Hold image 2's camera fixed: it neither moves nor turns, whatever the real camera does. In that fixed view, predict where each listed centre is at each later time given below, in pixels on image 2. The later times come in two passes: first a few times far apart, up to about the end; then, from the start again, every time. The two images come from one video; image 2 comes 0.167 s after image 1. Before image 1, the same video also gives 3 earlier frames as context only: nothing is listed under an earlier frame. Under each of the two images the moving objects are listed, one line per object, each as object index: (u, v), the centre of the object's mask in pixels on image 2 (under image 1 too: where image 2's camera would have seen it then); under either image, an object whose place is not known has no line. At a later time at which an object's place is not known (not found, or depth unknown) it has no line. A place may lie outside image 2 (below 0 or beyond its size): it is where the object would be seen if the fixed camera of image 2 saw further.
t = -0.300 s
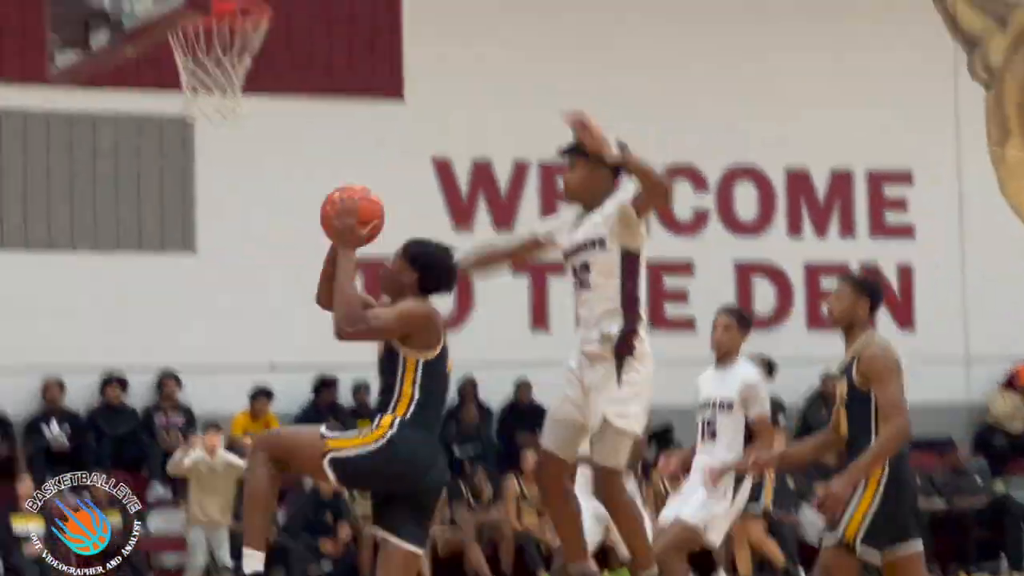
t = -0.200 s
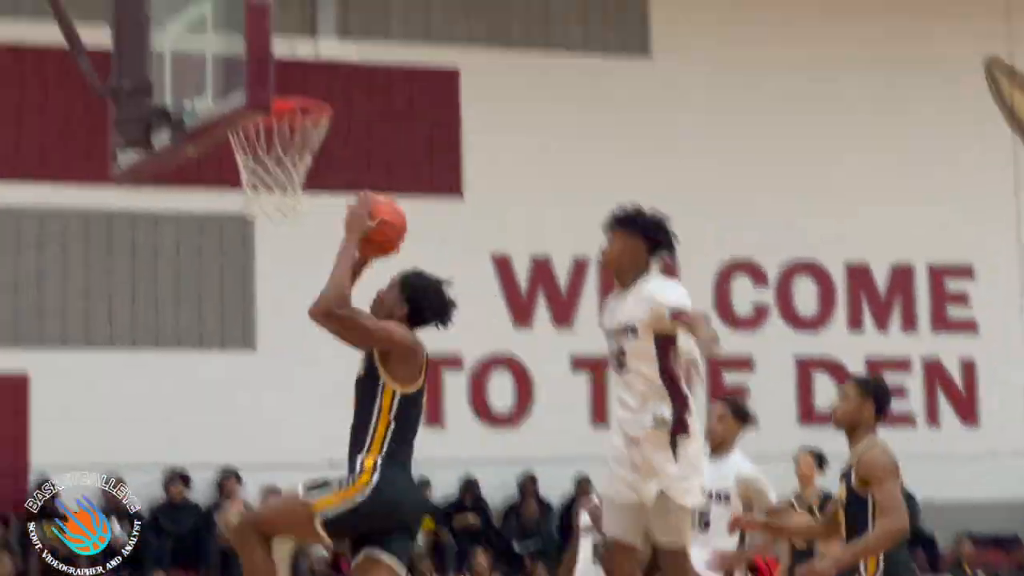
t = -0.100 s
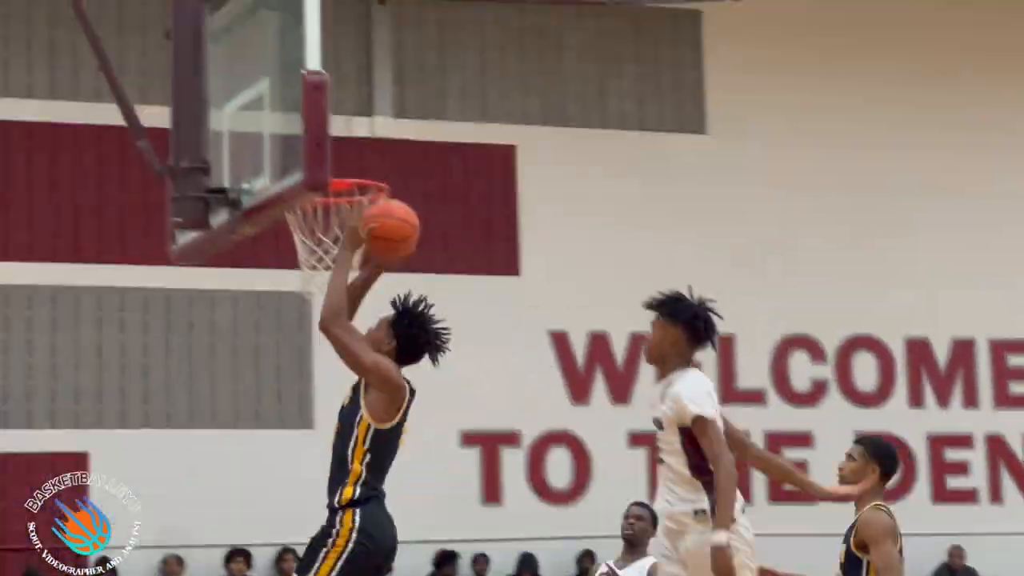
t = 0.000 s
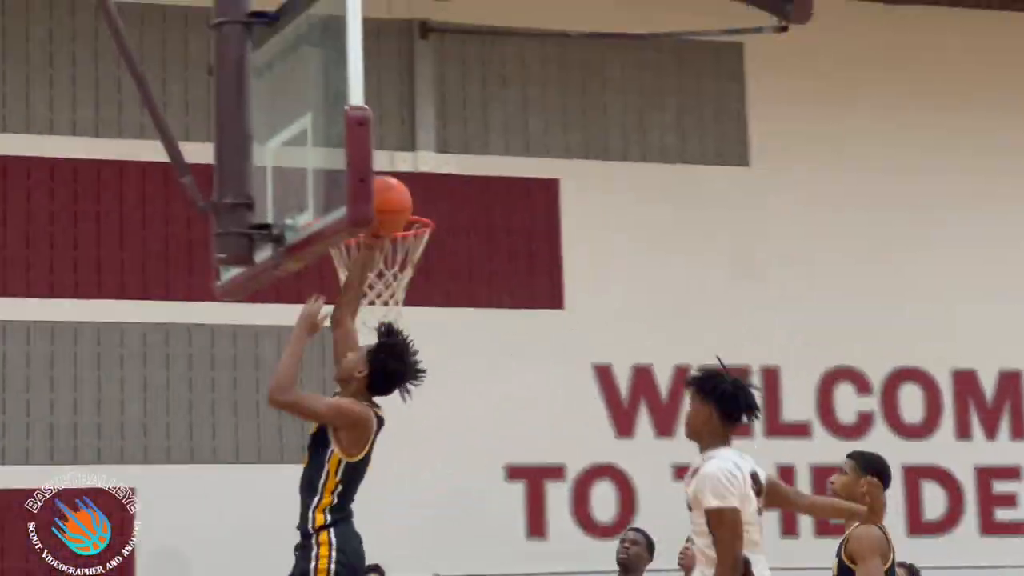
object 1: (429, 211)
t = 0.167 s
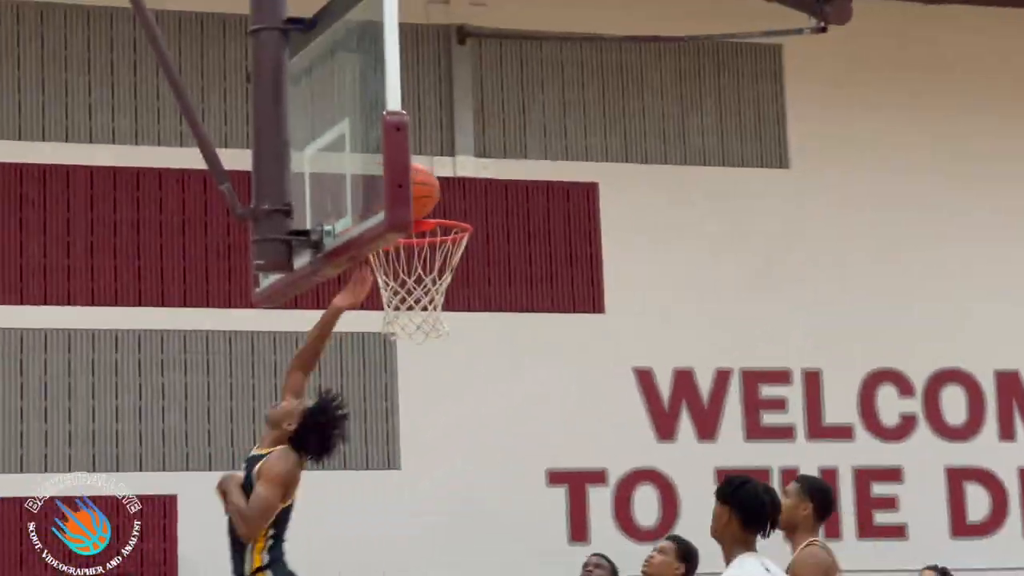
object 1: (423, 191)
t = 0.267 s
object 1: (428, 188)
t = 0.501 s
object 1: (444, 255)
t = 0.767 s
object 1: (440, 371)
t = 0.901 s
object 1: (437, 474)
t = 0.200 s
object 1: (425, 191)
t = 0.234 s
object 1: (427, 188)
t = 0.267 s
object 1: (428, 188)
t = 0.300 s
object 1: (430, 190)
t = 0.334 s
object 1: (432, 194)
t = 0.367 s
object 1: (434, 197)
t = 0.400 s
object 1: (436, 202)
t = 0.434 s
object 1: (438, 219)
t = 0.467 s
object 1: (441, 238)
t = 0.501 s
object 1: (444, 255)
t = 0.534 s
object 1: (444, 273)
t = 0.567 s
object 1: (443, 287)
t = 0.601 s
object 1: (446, 298)
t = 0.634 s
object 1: (445, 309)
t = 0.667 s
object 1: (442, 324)
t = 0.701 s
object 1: (441, 335)
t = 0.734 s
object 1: (441, 352)
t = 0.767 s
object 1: (440, 371)
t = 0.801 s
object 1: (439, 393)
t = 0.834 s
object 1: (438, 417)
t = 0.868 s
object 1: (437, 445)
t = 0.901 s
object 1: (437, 474)
